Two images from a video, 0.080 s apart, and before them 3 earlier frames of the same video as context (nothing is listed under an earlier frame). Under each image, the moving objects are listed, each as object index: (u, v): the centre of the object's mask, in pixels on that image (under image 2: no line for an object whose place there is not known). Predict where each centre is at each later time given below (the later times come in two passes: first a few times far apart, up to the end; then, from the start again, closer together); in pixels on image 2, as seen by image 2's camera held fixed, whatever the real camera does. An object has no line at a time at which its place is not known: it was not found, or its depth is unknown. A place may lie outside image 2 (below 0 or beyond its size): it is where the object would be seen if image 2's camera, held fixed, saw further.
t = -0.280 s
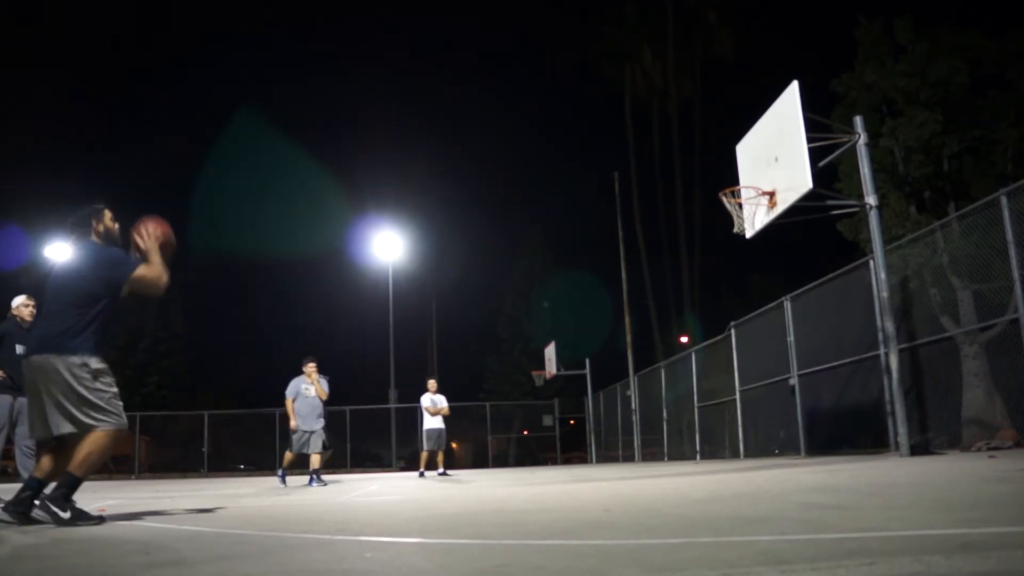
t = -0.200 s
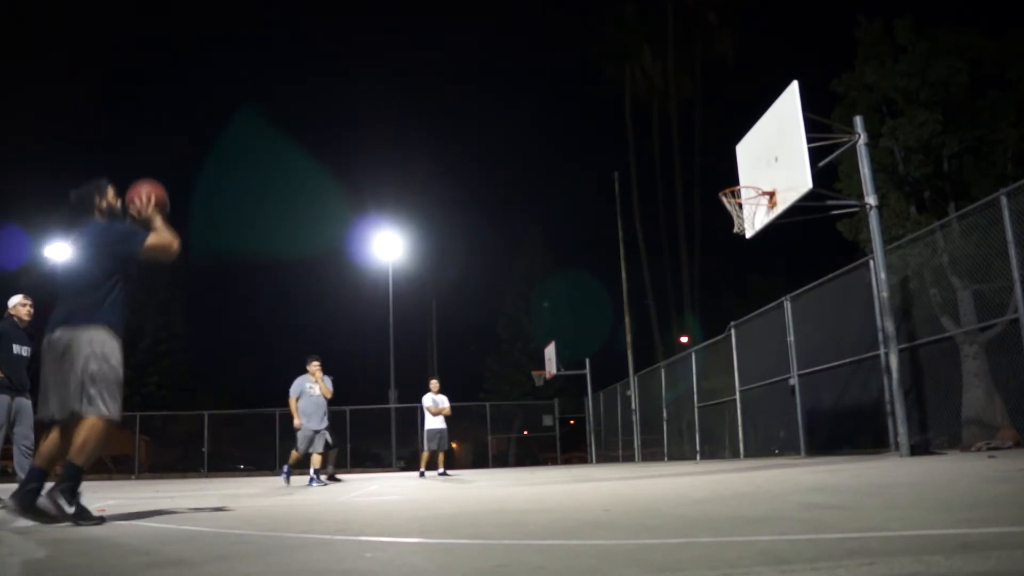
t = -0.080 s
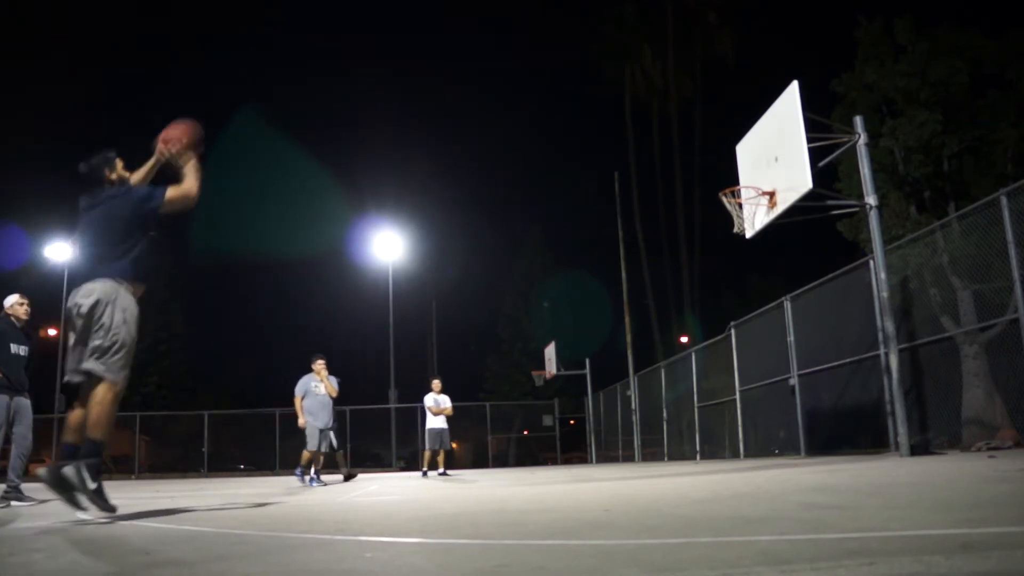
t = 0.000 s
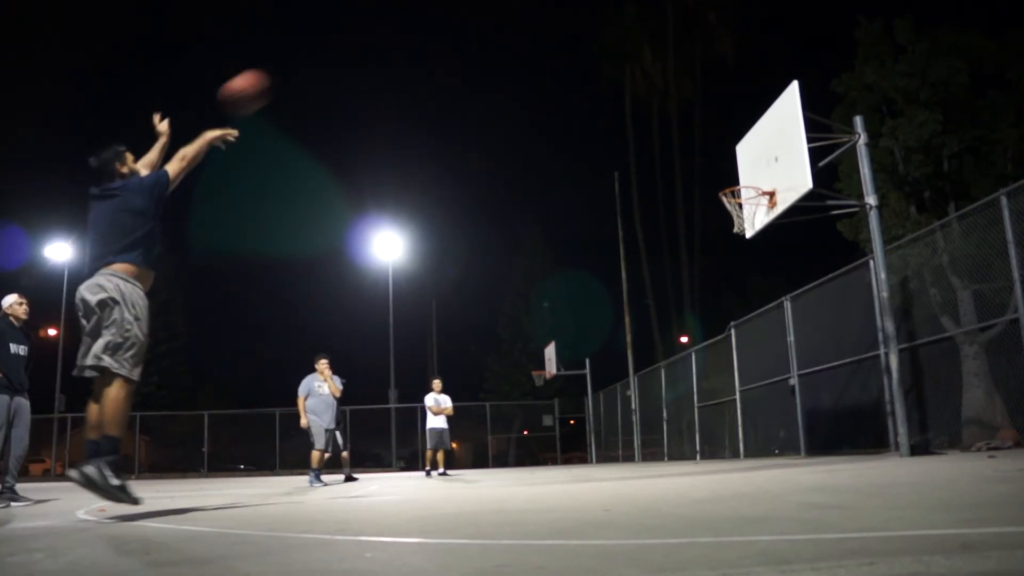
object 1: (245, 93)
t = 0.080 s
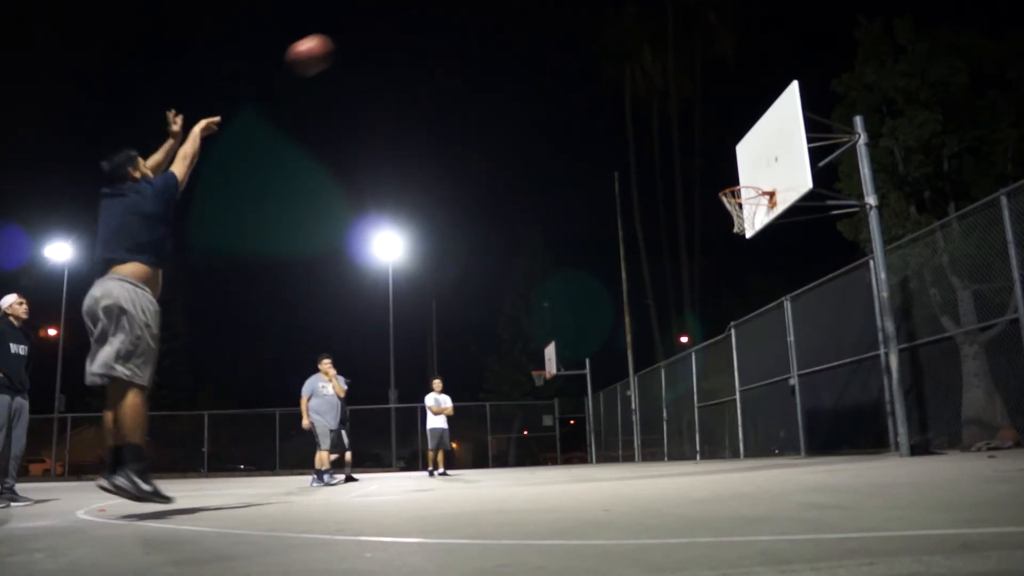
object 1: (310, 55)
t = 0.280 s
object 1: (439, 13)
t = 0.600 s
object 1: (587, 38)
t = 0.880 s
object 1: (687, 122)
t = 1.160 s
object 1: (747, 221)
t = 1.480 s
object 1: (757, 313)
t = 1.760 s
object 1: (765, 424)
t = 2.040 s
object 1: (744, 318)
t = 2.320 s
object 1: (730, 295)
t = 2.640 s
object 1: (724, 378)
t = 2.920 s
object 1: (716, 403)
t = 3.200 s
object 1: (704, 352)
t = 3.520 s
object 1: (701, 433)
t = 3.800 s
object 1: (687, 403)
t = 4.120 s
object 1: (673, 437)
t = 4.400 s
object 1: (659, 425)
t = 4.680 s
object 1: (650, 480)
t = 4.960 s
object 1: (634, 454)
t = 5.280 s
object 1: (618, 466)
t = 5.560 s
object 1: (601, 482)
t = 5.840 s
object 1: (582, 492)
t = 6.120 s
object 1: (562, 500)
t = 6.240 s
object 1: (552, 504)
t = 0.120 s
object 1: (339, 41)
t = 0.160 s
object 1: (365, 30)
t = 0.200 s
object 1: (392, 22)
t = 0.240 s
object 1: (416, 16)
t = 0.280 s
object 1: (439, 13)
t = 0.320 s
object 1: (461, 12)
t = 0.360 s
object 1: (481, 11)
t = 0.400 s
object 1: (501, 12)
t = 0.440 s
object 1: (520, 14)
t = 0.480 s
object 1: (537, 17)
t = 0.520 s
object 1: (554, 23)
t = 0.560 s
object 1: (571, 30)
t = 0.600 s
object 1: (587, 38)
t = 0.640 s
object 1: (603, 47)
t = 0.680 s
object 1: (618, 57)
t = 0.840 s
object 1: (674, 106)
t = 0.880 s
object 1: (687, 122)
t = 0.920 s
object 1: (700, 138)
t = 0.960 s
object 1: (713, 155)
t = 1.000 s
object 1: (725, 172)
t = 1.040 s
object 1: (734, 184)
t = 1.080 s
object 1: (747, 205)
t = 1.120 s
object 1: (747, 214)
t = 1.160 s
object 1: (747, 221)
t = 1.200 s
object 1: (747, 227)
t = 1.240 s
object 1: (749, 236)
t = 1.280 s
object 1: (750, 245)
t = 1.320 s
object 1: (751, 255)
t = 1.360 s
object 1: (752, 268)
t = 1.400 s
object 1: (753, 282)
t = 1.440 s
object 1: (755, 297)
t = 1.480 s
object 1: (757, 313)
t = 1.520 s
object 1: (759, 336)
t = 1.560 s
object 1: (761, 360)
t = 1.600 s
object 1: (764, 386)
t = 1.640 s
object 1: (766, 414)
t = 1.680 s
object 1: (770, 445)
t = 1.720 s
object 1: (769, 445)
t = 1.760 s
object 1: (765, 424)
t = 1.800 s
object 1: (762, 404)
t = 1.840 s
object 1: (758, 386)
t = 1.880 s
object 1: (755, 369)
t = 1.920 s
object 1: (752, 354)
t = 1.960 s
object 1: (749, 340)
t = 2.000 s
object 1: (747, 328)
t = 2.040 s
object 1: (744, 318)
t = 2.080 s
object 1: (741, 309)
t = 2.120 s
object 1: (739, 303)
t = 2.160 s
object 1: (738, 299)
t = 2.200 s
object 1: (735, 295)
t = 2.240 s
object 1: (733, 293)
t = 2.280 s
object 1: (732, 293)
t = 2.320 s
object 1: (730, 295)
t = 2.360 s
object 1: (729, 298)
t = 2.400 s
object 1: (728, 303)
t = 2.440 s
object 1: (727, 310)
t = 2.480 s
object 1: (726, 318)
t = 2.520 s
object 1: (725, 329)
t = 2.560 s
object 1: (724, 344)
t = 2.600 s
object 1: (724, 359)
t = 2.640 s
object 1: (724, 378)
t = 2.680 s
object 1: (725, 401)
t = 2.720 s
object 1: (724, 425)
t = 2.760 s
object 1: (726, 451)
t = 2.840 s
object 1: (722, 435)
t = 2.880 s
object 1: (719, 419)
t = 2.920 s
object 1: (716, 403)
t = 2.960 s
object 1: (715, 389)
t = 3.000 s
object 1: (713, 376)
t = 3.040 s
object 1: (710, 367)
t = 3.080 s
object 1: (708, 361)
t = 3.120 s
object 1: (707, 356)
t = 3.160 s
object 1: (705, 353)
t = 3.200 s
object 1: (704, 352)
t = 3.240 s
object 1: (703, 354)
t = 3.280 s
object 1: (703, 357)
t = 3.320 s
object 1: (702, 363)
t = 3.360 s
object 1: (701, 371)
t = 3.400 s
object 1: (701, 383)
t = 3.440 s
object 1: (701, 396)
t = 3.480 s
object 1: (700, 413)
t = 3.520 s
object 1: (701, 433)
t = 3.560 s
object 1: (703, 457)
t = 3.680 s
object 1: (695, 432)
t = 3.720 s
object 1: (692, 419)
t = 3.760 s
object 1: (688, 410)
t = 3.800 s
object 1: (687, 403)
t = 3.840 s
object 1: (684, 398)
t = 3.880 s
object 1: (682, 395)
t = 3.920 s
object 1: (680, 395)
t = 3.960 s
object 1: (679, 398)
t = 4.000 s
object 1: (677, 403)
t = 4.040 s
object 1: (675, 411)
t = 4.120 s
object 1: (673, 437)
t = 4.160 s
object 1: (672, 456)
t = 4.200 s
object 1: (671, 474)
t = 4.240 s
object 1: (668, 459)
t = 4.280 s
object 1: (665, 447)
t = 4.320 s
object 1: (663, 437)
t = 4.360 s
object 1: (660, 429)
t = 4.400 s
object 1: (659, 425)
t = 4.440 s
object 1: (658, 423)
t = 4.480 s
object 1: (656, 425)
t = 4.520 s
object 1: (654, 428)
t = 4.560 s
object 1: (653, 436)
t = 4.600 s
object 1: (652, 448)
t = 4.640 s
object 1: (652, 462)
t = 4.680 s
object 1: (650, 480)
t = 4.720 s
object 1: (648, 469)
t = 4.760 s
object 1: (645, 458)
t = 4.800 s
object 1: (642, 451)
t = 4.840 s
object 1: (640, 446)
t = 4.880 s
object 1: (638, 445)
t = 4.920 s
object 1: (636, 448)
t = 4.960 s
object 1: (634, 454)
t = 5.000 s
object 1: (633, 464)
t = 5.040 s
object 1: (631, 479)
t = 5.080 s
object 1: (629, 482)
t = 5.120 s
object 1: (626, 471)
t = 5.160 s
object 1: (624, 464)
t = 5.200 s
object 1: (622, 461)
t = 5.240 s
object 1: (620, 462)
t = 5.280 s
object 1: (618, 466)
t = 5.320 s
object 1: (616, 475)
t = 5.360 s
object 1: (615, 489)
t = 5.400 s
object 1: (611, 483)
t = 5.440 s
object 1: (609, 476)
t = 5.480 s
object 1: (606, 474)
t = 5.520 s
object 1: (603, 476)
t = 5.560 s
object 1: (601, 482)
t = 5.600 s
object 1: (598, 493)
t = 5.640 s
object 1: (595, 487)
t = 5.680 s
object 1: (592, 483)
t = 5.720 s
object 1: (590, 483)
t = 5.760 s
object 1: (587, 488)
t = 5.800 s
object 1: (585, 497)
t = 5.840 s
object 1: (582, 492)
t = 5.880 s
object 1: (579, 490)
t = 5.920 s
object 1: (577, 493)
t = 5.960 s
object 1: (574, 500)
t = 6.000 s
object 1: (571, 496)
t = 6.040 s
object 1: (568, 496)
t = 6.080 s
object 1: (565, 502)
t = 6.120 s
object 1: (562, 500)
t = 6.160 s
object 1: (559, 501)
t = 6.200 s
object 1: (555, 505)
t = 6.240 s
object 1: (552, 504)
